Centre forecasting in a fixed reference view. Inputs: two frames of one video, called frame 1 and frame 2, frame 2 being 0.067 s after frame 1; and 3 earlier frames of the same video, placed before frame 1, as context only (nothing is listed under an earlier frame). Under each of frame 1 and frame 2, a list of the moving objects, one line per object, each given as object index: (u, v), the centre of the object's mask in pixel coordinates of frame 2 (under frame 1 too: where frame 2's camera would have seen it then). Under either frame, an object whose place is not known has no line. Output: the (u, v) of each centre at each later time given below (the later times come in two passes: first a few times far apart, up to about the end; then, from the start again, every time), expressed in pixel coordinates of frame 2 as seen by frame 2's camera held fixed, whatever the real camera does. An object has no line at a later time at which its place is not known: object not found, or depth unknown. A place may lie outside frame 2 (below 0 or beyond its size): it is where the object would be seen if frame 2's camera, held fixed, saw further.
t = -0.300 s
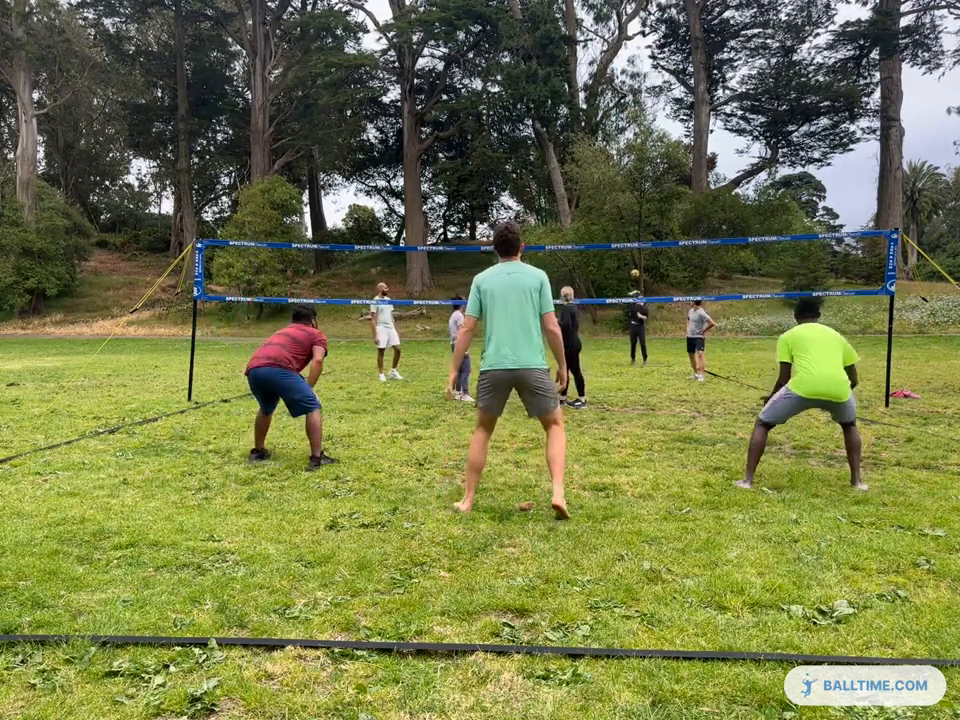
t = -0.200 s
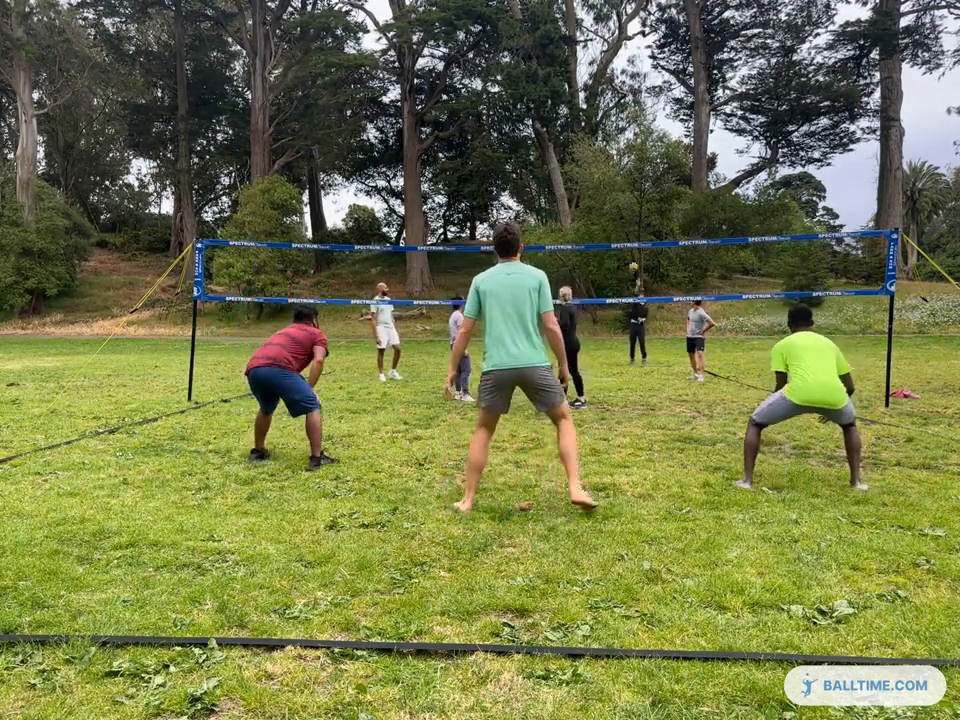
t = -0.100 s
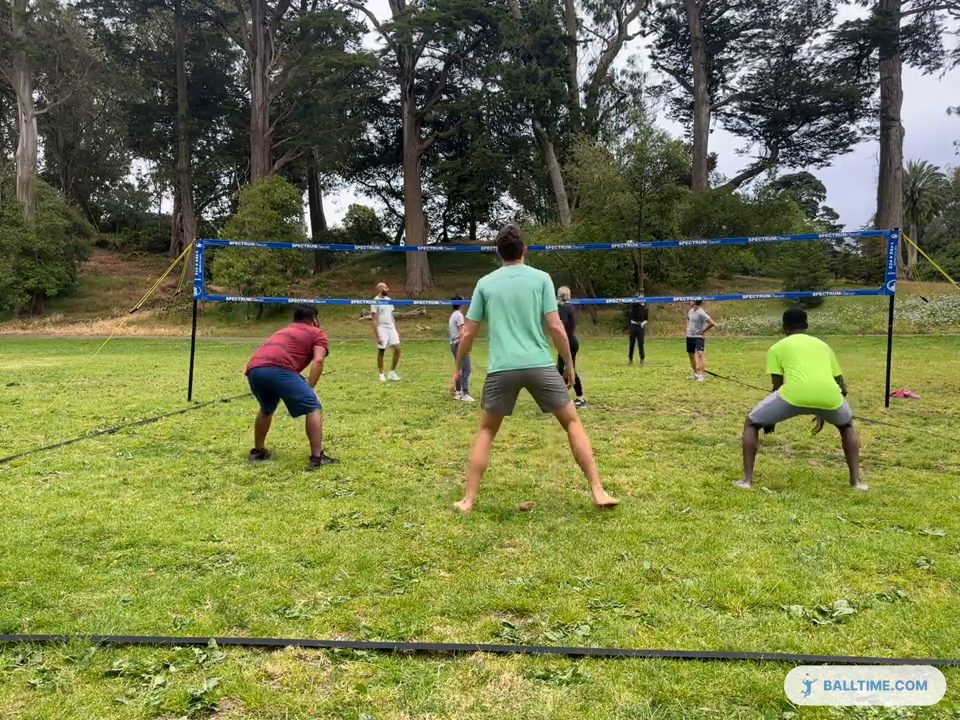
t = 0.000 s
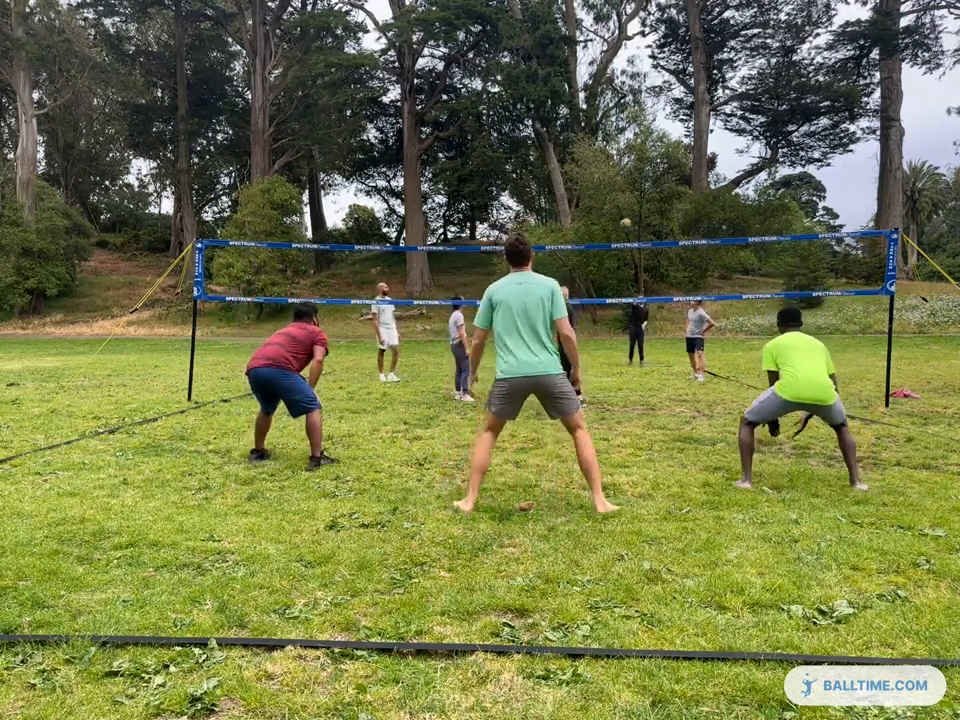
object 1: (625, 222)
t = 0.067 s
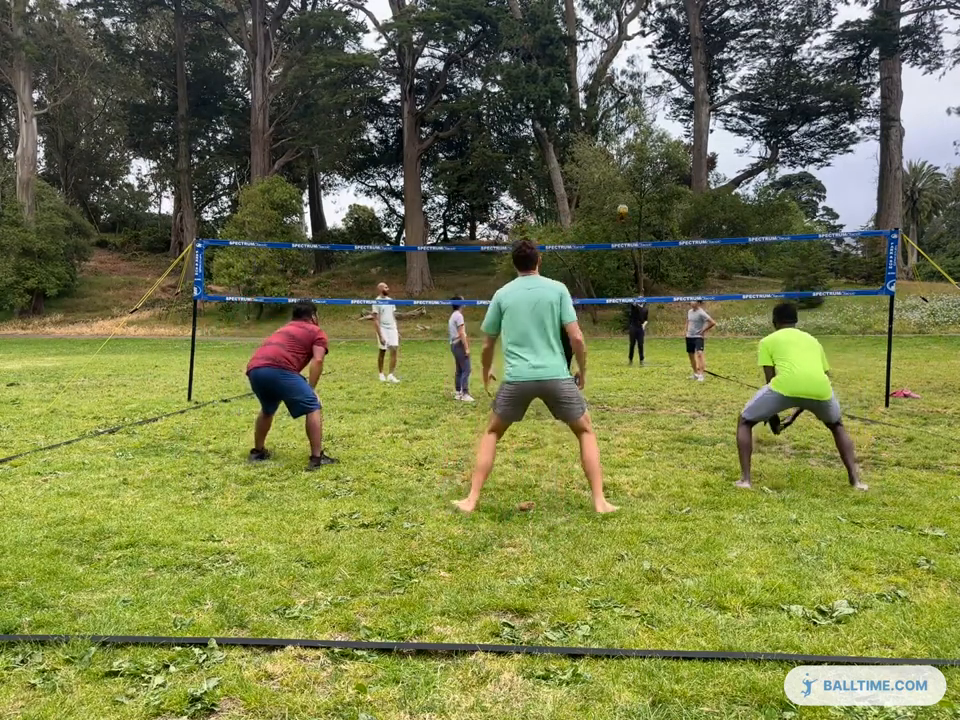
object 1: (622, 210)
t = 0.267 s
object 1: (610, 172)
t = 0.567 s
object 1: (575, 153)
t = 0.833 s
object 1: (524, 199)
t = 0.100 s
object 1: (620, 202)
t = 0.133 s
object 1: (618, 196)
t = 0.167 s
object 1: (616, 189)
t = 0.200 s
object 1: (614, 185)
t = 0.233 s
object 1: (612, 178)
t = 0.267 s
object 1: (610, 172)
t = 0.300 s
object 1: (607, 167)
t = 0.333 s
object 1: (603, 163)
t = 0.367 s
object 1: (599, 161)
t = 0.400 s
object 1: (598, 156)
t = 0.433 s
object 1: (592, 154)
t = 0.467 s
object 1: (588, 153)
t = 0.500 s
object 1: (583, 152)
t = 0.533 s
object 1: (580, 152)
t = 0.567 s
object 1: (575, 153)
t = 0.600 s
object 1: (569, 154)
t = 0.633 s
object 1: (565, 158)
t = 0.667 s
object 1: (559, 162)
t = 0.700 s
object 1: (553, 166)
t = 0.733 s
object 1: (547, 173)
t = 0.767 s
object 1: (541, 180)
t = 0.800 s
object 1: (533, 190)
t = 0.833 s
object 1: (524, 199)
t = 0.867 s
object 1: (517, 213)
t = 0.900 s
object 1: (506, 228)
